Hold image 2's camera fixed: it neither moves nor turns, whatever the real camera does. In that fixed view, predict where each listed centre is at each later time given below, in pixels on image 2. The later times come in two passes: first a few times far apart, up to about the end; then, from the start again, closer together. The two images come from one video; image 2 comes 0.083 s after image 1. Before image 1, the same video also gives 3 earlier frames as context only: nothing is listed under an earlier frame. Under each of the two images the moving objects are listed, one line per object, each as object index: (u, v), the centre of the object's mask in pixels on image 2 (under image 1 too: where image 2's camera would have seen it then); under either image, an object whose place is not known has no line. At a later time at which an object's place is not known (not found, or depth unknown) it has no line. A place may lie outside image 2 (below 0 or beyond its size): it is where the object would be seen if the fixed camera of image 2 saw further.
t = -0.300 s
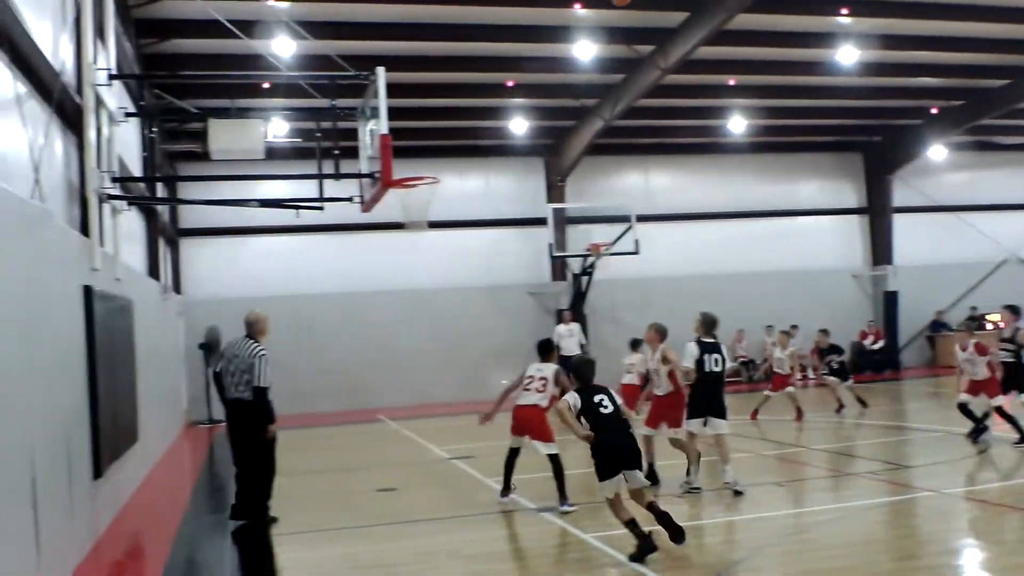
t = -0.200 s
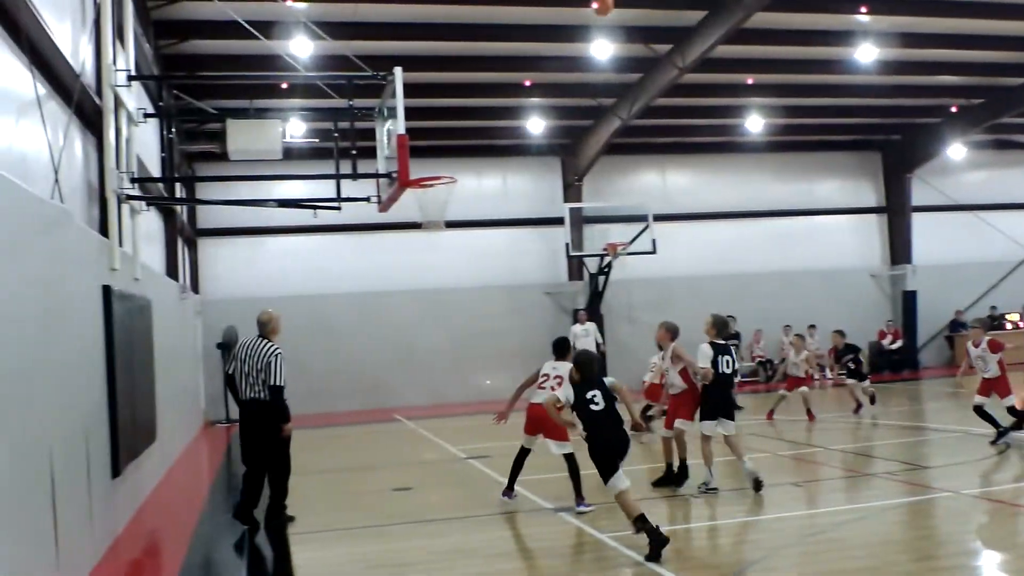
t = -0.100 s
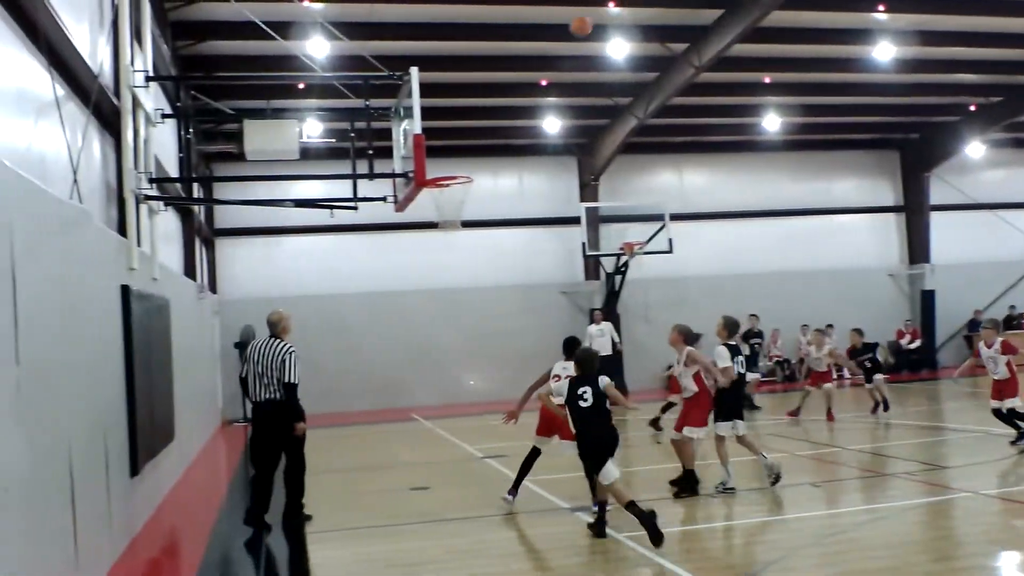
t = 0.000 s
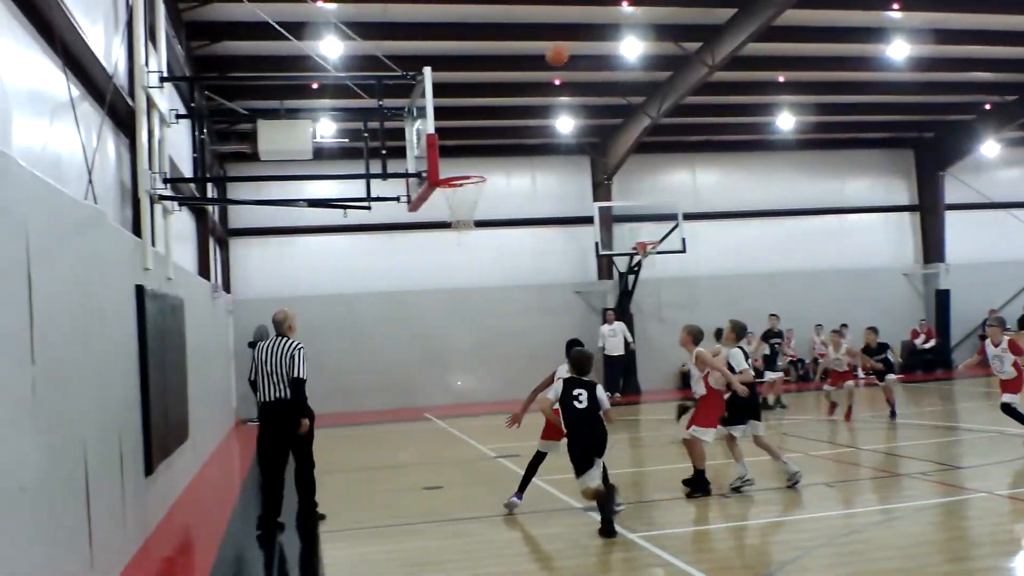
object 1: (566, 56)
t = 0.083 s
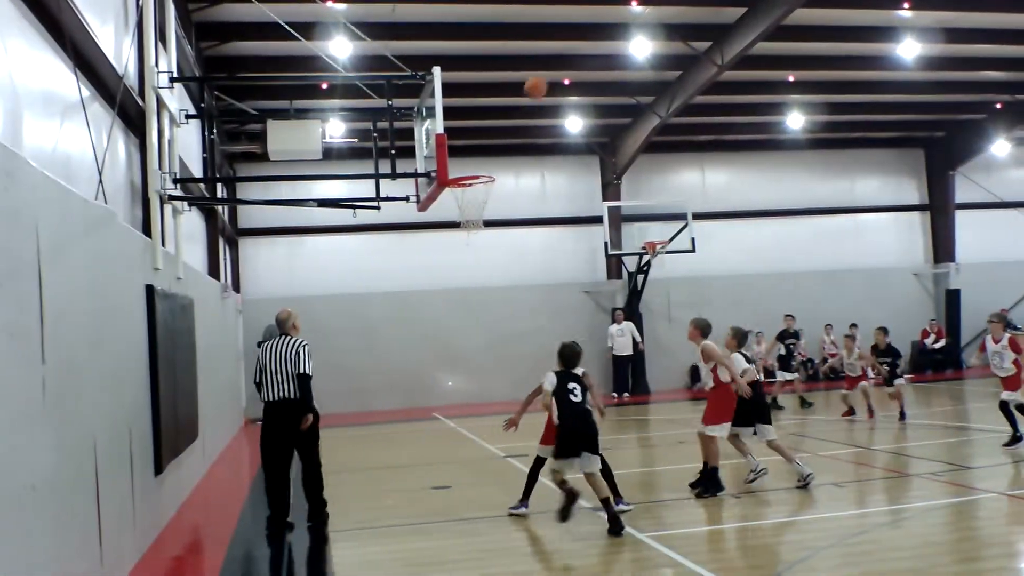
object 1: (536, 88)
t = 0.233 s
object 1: (482, 160)
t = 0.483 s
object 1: (436, 247)
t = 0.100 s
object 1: (530, 93)
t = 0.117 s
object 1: (524, 102)
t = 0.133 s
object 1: (518, 110)
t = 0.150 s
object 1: (512, 117)
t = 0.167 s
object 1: (506, 125)
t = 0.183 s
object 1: (499, 135)
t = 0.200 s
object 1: (494, 142)
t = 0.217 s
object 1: (487, 152)
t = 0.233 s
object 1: (482, 160)
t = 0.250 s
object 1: (475, 172)
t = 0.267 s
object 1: (470, 182)
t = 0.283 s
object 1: (464, 192)
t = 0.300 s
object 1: (459, 200)
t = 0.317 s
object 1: (457, 205)
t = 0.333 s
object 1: (454, 209)
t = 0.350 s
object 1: (451, 212)
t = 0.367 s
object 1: (450, 215)
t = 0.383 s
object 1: (448, 218)
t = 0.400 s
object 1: (446, 223)
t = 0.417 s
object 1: (444, 227)
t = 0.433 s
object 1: (442, 231)
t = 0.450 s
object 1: (440, 235)
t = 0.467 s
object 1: (439, 241)
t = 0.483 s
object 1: (436, 247)
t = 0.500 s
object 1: (436, 252)
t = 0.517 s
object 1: (433, 258)
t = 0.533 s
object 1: (432, 264)
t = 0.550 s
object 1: (430, 270)
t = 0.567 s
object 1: (428, 277)
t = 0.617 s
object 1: (424, 299)
